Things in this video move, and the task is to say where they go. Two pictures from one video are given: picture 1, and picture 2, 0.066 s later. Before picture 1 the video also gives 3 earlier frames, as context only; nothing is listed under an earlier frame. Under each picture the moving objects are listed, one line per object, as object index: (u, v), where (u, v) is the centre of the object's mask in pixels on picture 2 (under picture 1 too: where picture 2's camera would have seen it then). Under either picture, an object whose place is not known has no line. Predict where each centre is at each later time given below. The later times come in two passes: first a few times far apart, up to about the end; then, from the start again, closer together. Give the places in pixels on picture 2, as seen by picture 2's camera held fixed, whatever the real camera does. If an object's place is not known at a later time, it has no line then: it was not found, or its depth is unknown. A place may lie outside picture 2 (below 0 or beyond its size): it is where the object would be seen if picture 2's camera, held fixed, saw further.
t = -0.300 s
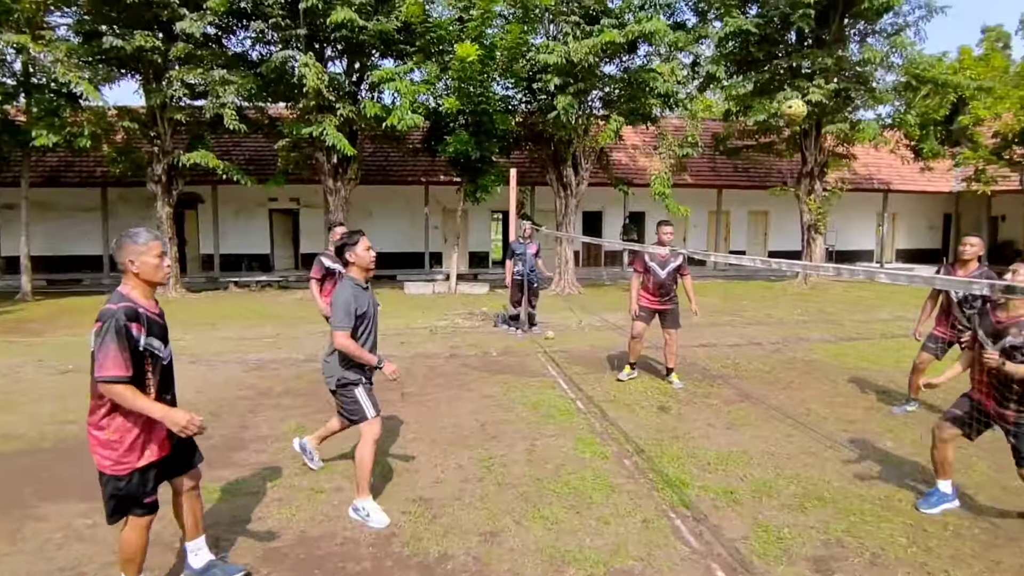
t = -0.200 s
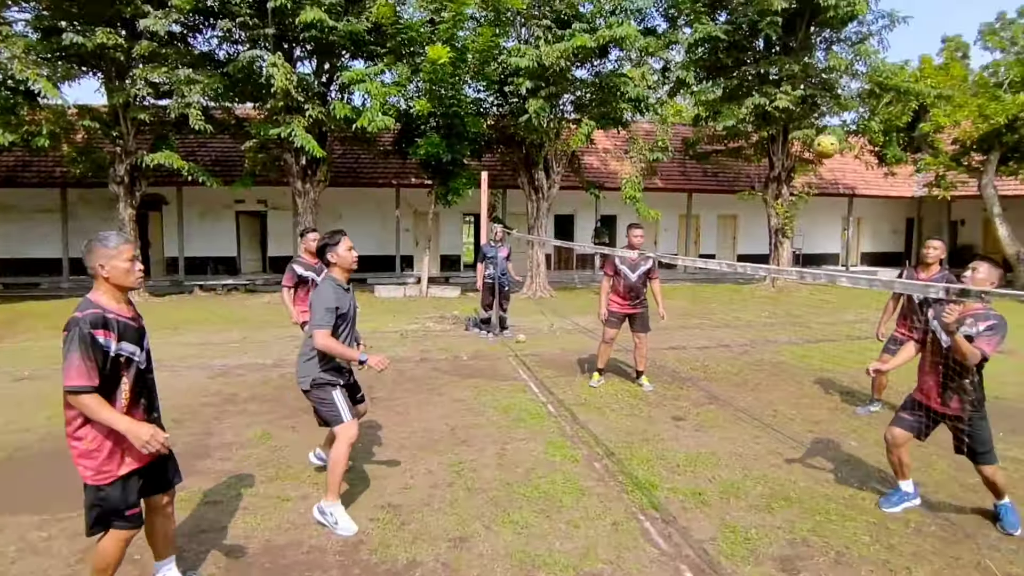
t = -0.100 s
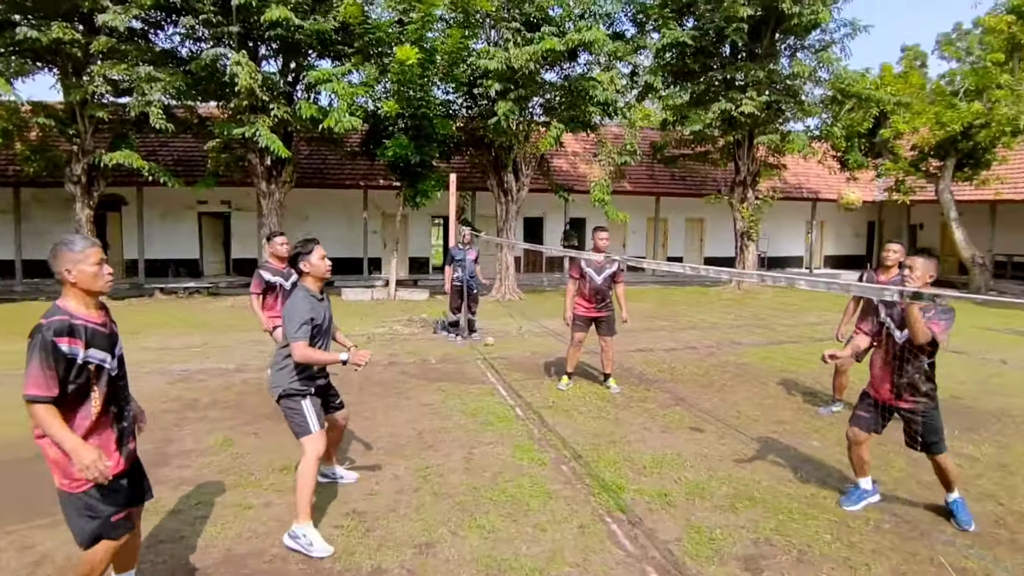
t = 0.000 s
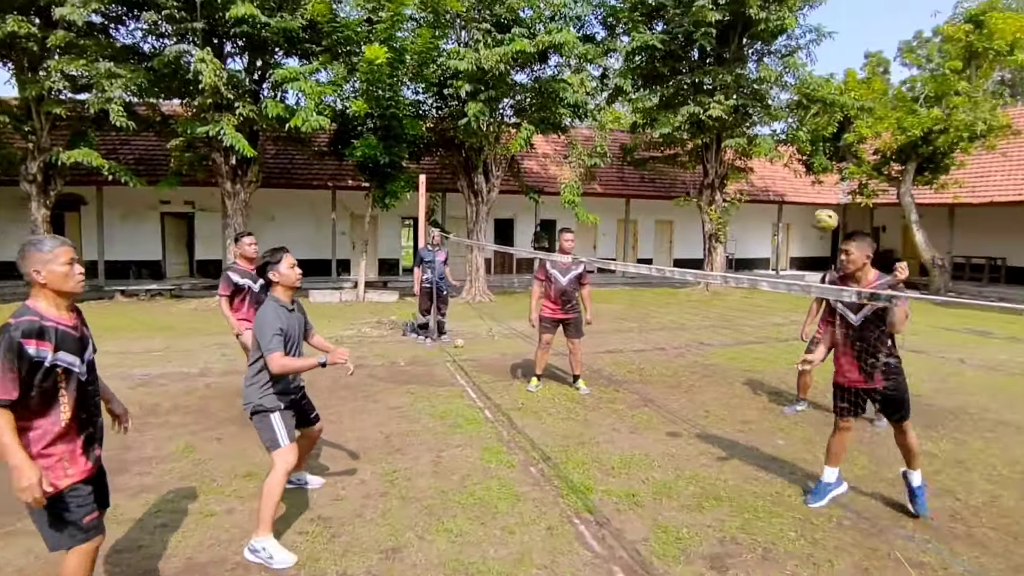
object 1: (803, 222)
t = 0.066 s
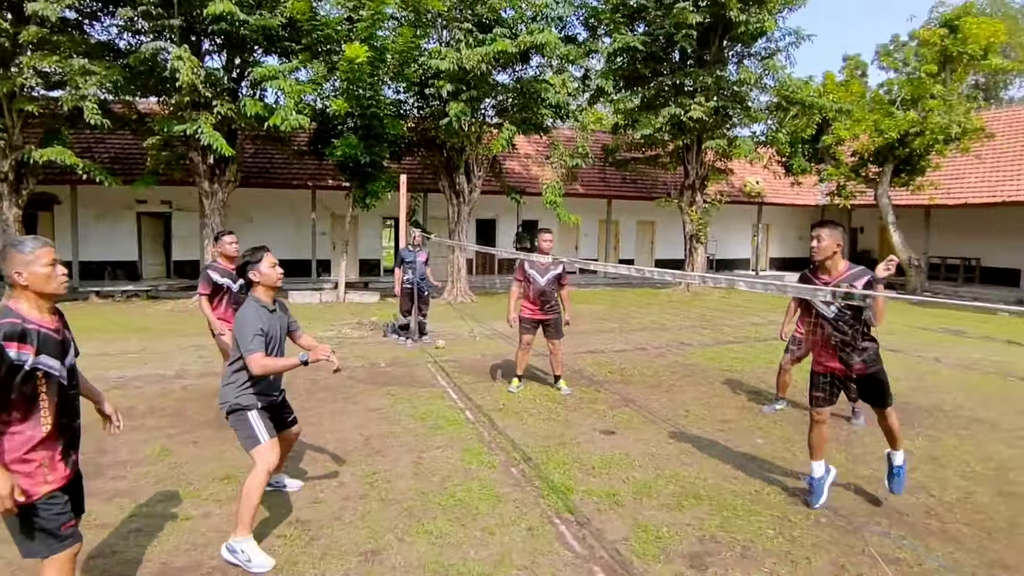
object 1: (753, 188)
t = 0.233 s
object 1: (606, 126)
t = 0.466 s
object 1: (355, 134)
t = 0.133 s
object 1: (696, 157)
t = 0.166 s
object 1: (667, 144)
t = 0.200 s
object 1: (637, 135)
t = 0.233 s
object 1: (606, 126)
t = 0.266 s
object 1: (574, 120)
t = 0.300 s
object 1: (539, 117)
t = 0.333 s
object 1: (505, 115)
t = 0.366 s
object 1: (469, 115)
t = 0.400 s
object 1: (432, 119)
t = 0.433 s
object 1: (394, 125)
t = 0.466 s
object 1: (355, 134)
